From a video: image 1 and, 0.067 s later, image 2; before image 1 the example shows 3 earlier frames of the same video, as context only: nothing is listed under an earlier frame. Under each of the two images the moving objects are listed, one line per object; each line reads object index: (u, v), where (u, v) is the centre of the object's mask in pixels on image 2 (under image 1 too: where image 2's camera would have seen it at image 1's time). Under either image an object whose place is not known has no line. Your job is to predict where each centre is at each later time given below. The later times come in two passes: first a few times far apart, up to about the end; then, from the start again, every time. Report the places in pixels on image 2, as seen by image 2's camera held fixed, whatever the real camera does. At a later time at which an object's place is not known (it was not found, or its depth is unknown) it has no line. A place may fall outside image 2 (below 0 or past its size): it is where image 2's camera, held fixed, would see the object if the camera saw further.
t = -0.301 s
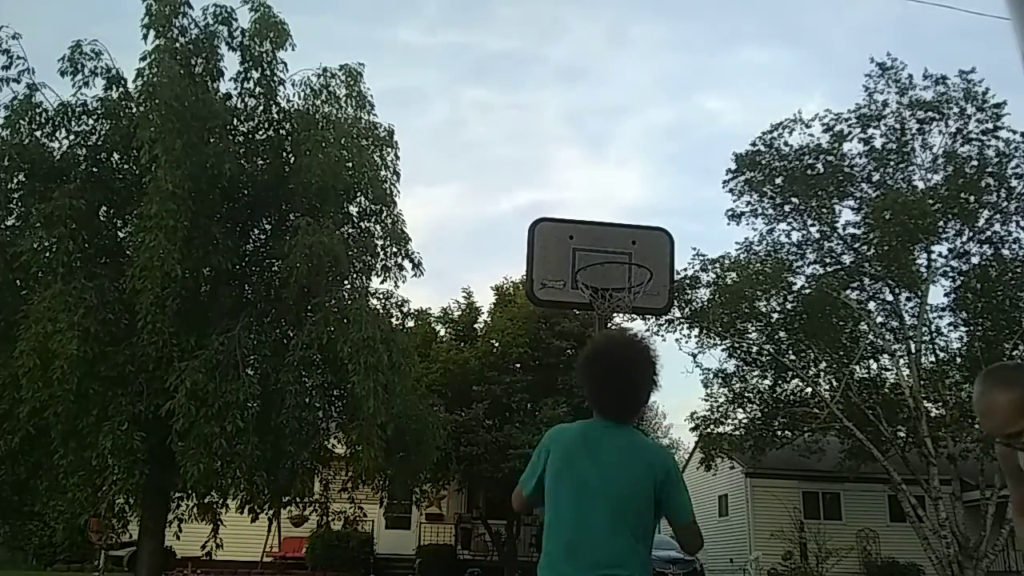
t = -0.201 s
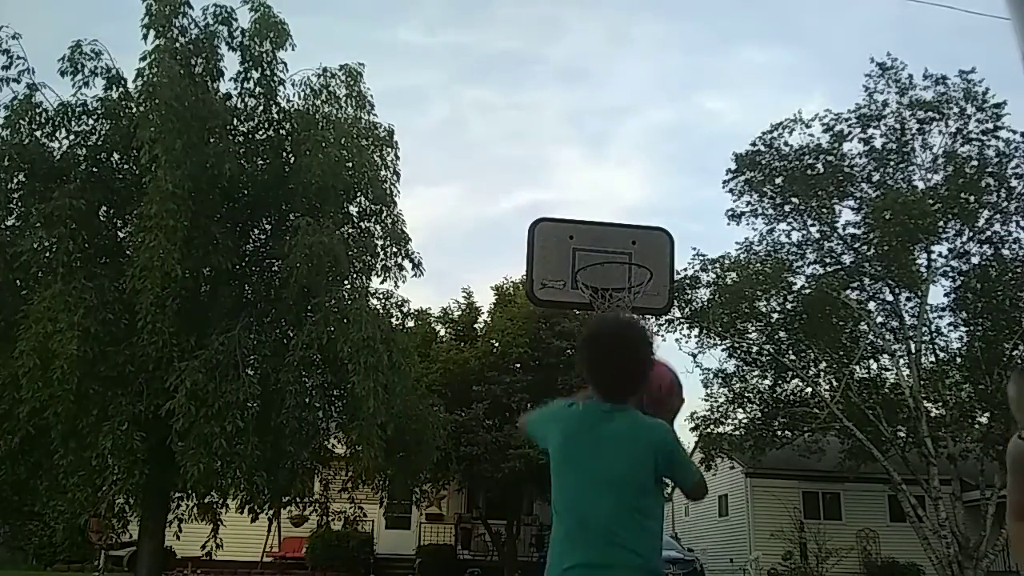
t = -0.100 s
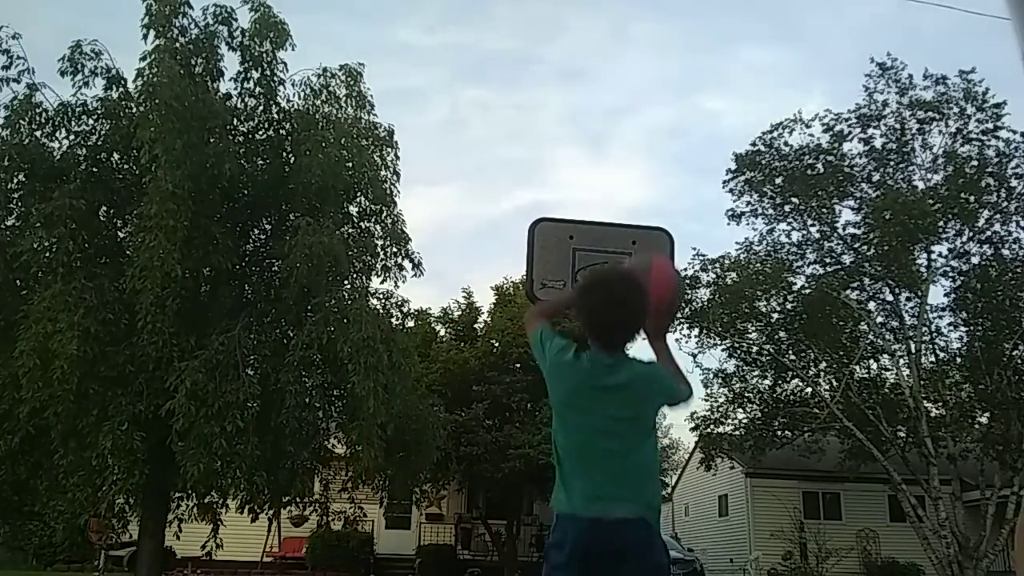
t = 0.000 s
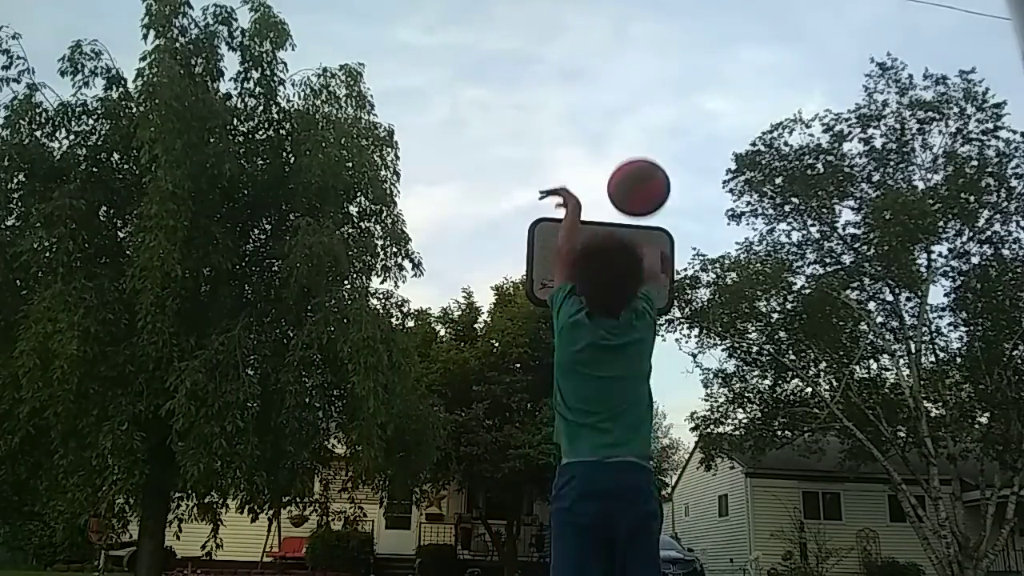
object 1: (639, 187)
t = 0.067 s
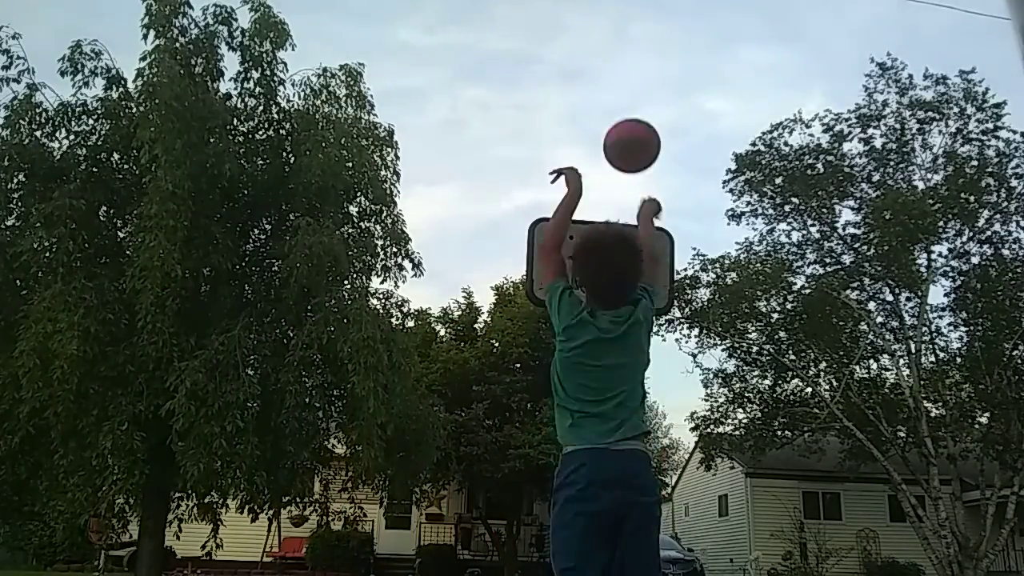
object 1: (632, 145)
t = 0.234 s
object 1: (618, 98)
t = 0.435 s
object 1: (608, 111)
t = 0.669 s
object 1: (599, 187)
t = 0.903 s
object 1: (615, 160)
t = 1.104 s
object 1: (634, 157)
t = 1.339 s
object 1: (658, 223)
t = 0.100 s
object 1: (629, 129)
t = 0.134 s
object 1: (626, 118)
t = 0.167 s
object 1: (624, 109)
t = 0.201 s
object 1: (621, 102)
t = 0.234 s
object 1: (618, 98)
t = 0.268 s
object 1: (616, 95)
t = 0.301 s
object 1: (615, 96)
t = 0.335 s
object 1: (612, 97)
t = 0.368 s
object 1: (611, 100)
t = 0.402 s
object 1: (609, 104)
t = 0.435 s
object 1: (608, 111)
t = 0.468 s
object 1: (606, 118)
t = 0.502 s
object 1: (605, 127)
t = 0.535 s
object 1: (603, 136)
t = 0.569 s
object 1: (602, 148)
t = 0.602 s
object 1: (601, 160)
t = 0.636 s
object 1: (600, 173)
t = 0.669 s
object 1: (599, 187)
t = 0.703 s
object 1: (598, 203)
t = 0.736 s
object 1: (599, 201)
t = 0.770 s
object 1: (603, 190)
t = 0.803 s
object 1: (606, 180)
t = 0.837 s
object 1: (609, 172)
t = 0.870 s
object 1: (612, 165)
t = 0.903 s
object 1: (615, 160)
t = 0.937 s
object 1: (618, 156)
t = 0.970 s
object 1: (621, 153)
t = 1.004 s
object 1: (624, 152)
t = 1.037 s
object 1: (628, 153)
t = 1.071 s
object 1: (631, 155)
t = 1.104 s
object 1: (634, 157)
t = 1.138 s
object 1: (637, 162)
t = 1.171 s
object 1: (641, 168)
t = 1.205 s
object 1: (644, 176)
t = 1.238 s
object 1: (647, 185)
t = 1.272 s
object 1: (651, 196)
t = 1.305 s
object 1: (654, 208)
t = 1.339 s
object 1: (658, 223)
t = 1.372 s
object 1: (662, 239)
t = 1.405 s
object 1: (665, 257)
